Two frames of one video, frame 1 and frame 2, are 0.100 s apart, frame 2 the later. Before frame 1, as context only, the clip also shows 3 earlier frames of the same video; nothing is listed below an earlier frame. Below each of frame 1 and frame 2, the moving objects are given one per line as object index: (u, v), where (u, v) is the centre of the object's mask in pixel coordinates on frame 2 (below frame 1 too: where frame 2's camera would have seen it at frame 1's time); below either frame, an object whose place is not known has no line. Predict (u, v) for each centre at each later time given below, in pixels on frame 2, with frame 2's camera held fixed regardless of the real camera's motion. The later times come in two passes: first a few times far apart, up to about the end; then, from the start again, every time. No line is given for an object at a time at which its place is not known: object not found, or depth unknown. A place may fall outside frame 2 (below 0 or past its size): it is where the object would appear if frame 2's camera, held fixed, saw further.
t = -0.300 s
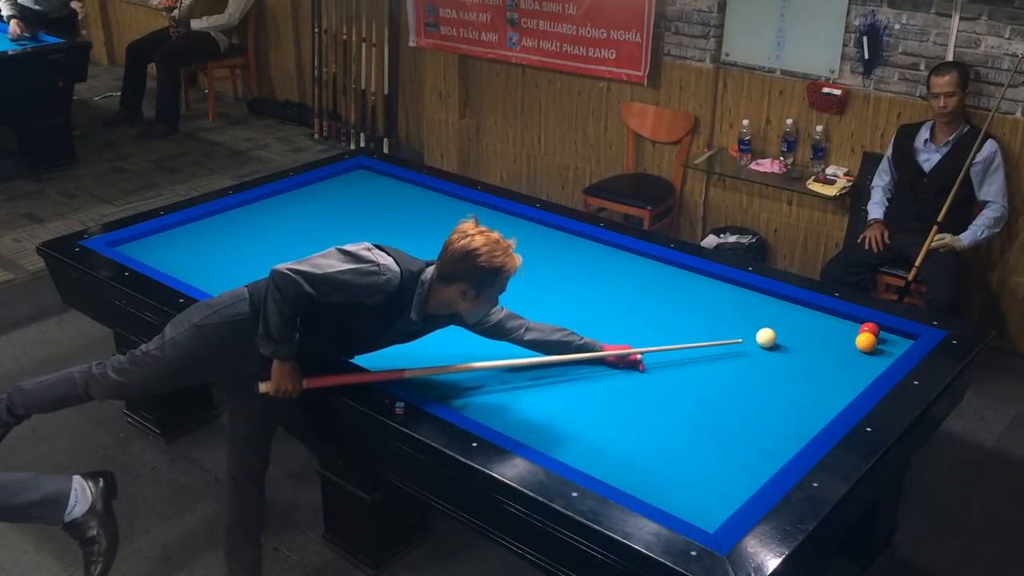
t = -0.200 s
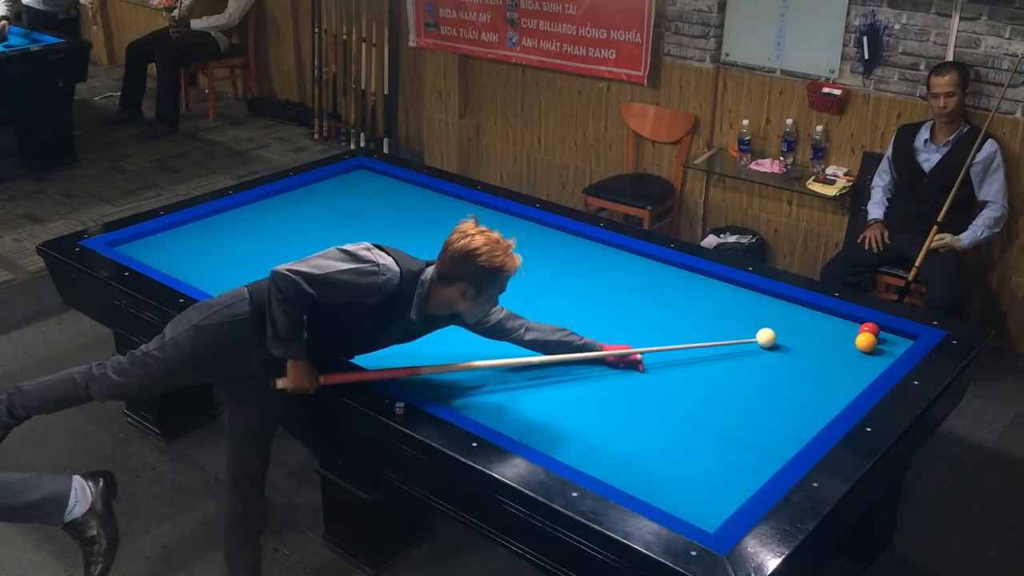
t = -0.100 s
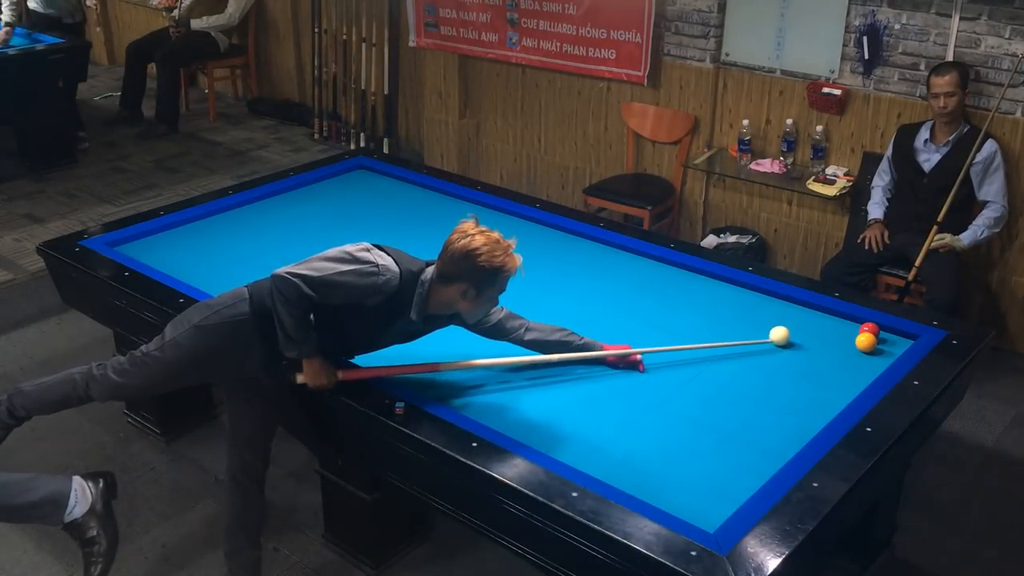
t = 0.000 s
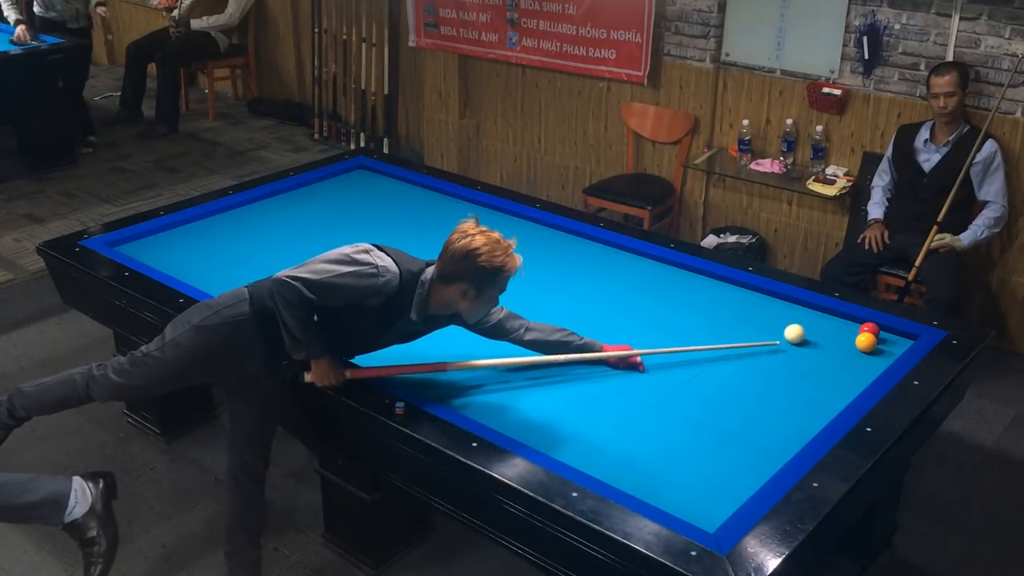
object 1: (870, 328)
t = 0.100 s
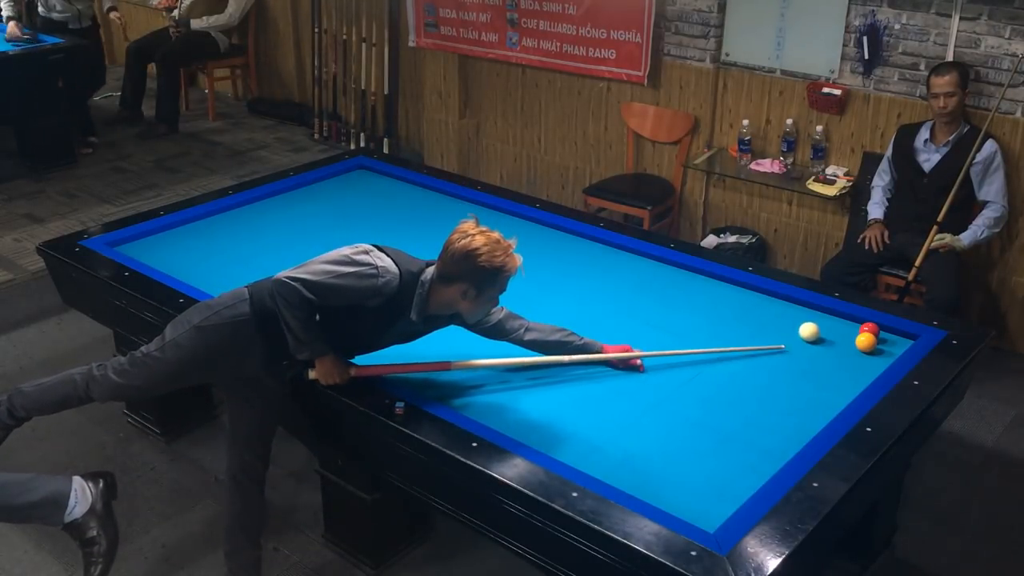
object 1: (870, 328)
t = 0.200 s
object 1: (870, 328)
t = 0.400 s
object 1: (870, 328)
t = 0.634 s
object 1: (885, 336)
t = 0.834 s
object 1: (896, 339)
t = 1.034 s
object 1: (902, 340)
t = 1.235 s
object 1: (897, 338)
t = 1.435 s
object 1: (893, 336)
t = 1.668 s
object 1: (889, 334)
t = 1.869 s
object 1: (887, 333)
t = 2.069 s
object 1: (885, 332)
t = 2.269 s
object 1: (884, 331)
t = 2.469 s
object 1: (883, 330)
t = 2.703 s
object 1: (882, 330)
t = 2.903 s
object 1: (882, 330)
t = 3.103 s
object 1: (882, 330)
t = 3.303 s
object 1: (882, 330)
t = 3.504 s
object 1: (882, 330)
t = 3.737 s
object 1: (882, 330)
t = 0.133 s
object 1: (870, 328)
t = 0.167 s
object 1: (870, 328)
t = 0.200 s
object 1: (870, 328)
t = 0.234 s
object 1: (870, 328)
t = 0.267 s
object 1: (870, 328)
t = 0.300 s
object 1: (870, 328)
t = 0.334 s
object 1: (870, 328)
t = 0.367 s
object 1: (870, 328)
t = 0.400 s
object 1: (870, 328)
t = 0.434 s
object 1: (874, 330)
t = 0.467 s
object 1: (876, 331)
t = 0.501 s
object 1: (878, 332)
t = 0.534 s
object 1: (880, 333)
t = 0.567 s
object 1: (882, 335)
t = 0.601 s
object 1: (883, 335)
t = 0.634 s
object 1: (885, 336)
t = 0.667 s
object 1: (887, 337)
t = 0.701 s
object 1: (889, 337)
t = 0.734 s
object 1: (891, 338)
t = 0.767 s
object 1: (892, 338)
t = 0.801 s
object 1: (895, 339)
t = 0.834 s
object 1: (896, 339)
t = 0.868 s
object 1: (898, 339)
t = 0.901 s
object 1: (900, 340)
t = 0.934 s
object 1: (902, 340)
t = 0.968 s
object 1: (903, 340)
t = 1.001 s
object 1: (903, 340)
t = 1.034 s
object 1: (902, 340)
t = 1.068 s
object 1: (901, 340)
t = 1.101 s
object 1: (901, 339)
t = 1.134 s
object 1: (900, 339)
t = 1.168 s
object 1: (899, 339)
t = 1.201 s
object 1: (898, 339)
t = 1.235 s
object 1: (897, 338)
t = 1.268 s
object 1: (896, 338)
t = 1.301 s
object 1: (896, 337)
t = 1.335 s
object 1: (895, 337)
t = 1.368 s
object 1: (894, 337)
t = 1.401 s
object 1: (893, 337)
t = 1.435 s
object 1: (893, 336)
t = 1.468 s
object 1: (892, 336)
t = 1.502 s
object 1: (892, 336)
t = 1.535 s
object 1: (891, 336)
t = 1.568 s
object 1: (890, 336)
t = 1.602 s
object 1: (890, 335)
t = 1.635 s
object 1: (889, 335)
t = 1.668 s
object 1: (889, 334)
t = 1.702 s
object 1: (888, 334)
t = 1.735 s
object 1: (888, 334)
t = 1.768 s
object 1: (887, 334)
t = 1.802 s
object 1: (887, 334)
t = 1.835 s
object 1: (887, 333)
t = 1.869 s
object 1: (887, 333)
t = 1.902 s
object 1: (886, 333)
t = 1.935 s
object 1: (886, 333)
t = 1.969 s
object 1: (886, 332)
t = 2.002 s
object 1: (885, 332)
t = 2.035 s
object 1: (885, 332)
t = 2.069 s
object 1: (885, 332)
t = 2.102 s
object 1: (885, 332)
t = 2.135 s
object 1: (884, 331)
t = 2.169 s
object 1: (884, 331)
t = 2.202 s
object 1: (884, 331)
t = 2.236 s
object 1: (884, 331)
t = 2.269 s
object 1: (884, 331)
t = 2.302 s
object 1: (883, 331)
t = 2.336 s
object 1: (883, 331)
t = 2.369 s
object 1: (883, 331)
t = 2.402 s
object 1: (883, 330)
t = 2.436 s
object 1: (883, 330)
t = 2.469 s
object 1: (883, 330)
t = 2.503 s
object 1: (882, 330)
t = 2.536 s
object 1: (882, 330)
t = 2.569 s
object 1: (882, 330)
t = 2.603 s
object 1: (882, 330)
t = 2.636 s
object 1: (882, 330)
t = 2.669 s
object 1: (882, 330)
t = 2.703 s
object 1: (882, 330)
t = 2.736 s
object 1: (882, 330)
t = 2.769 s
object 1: (882, 330)
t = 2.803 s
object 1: (882, 330)
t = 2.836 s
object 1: (882, 330)
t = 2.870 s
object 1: (882, 330)
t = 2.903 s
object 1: (882, 330)
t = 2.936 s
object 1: (882, 330)
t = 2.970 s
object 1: (882, 330)
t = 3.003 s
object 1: (882, 330)
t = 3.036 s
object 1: (882, 330)
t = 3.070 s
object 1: (882, 330)
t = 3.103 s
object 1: (882, 330)
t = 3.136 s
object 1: (882, 330)
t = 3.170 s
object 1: (882, 330)
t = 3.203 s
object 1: (882, 330)
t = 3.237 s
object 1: (882, 330)
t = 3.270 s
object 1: (882, 330)
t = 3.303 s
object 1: (882, 330)
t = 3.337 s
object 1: (882, 330)
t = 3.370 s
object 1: (882, 330)
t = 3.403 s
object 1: (882, 330)
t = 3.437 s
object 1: (882, 330)
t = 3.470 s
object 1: (882, 330)
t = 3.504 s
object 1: (882, 330)
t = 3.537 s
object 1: (882, 330)
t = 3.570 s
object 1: (882, 330)
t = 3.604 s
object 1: (882, 330)
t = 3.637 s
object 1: (882, 330)
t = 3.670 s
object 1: (882, 330)
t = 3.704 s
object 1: (882, 330)
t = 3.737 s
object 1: (882, 330)
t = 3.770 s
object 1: (882, 330)
